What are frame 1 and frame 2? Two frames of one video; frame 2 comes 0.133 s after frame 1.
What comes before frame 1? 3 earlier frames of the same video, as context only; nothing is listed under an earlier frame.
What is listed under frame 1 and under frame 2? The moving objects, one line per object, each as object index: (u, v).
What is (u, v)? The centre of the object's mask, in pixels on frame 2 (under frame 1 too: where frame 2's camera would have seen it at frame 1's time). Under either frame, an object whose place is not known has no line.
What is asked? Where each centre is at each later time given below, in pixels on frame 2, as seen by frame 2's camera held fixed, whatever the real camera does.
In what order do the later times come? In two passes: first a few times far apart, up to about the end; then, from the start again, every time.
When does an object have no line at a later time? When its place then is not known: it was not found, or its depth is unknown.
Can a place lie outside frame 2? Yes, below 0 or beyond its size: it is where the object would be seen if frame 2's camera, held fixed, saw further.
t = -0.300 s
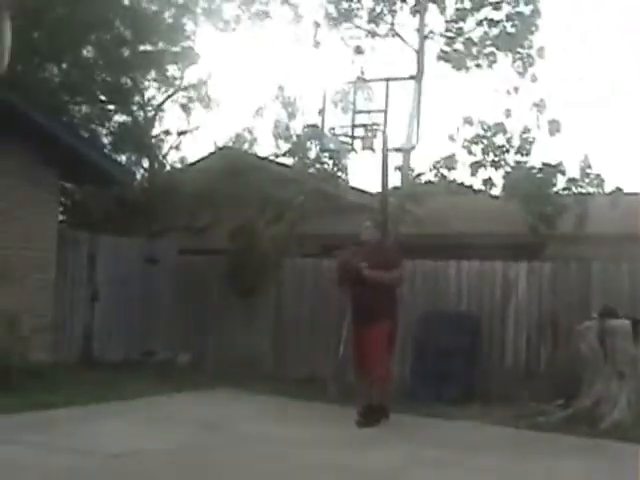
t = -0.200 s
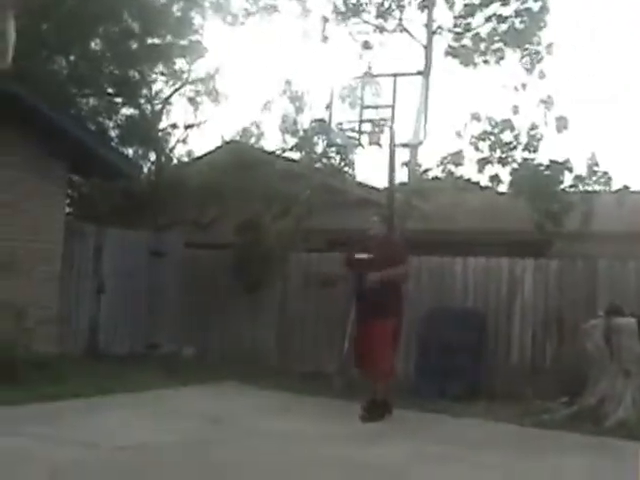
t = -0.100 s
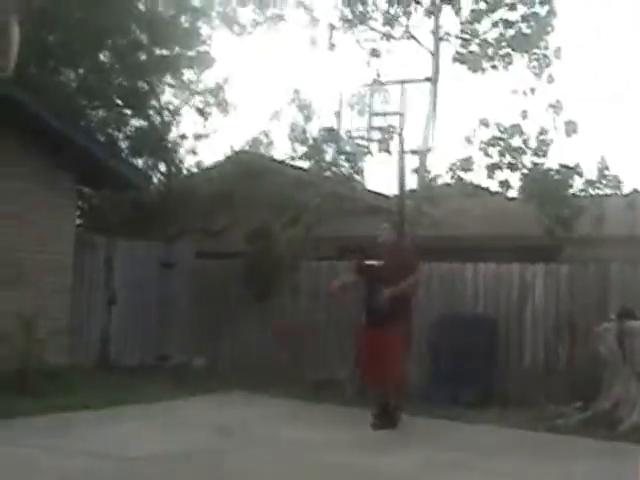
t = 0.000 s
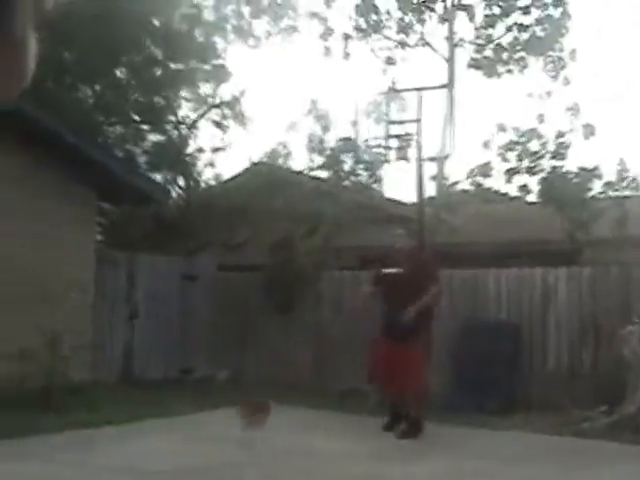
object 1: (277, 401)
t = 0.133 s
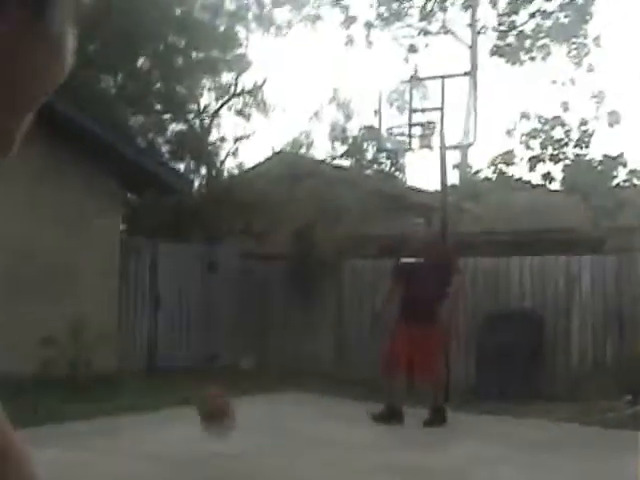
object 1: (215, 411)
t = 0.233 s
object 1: (181, 351)
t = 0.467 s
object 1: (76, 256)
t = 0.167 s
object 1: (206, 394)
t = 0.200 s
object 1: (193, 370)
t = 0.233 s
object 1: (181, 351)
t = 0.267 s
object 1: (170, 333)
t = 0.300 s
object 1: (154, 313)
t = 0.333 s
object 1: (135, 305)
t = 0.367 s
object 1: (123, 288)
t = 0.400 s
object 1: (107, 278)
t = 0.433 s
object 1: (92, 265)
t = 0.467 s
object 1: (76, 256)
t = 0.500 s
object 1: (59, 249)
